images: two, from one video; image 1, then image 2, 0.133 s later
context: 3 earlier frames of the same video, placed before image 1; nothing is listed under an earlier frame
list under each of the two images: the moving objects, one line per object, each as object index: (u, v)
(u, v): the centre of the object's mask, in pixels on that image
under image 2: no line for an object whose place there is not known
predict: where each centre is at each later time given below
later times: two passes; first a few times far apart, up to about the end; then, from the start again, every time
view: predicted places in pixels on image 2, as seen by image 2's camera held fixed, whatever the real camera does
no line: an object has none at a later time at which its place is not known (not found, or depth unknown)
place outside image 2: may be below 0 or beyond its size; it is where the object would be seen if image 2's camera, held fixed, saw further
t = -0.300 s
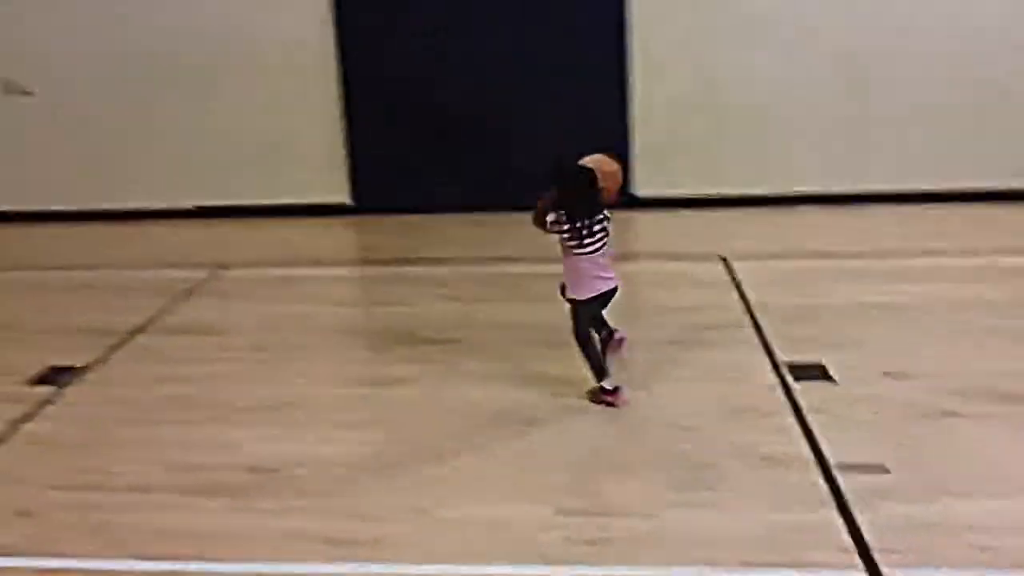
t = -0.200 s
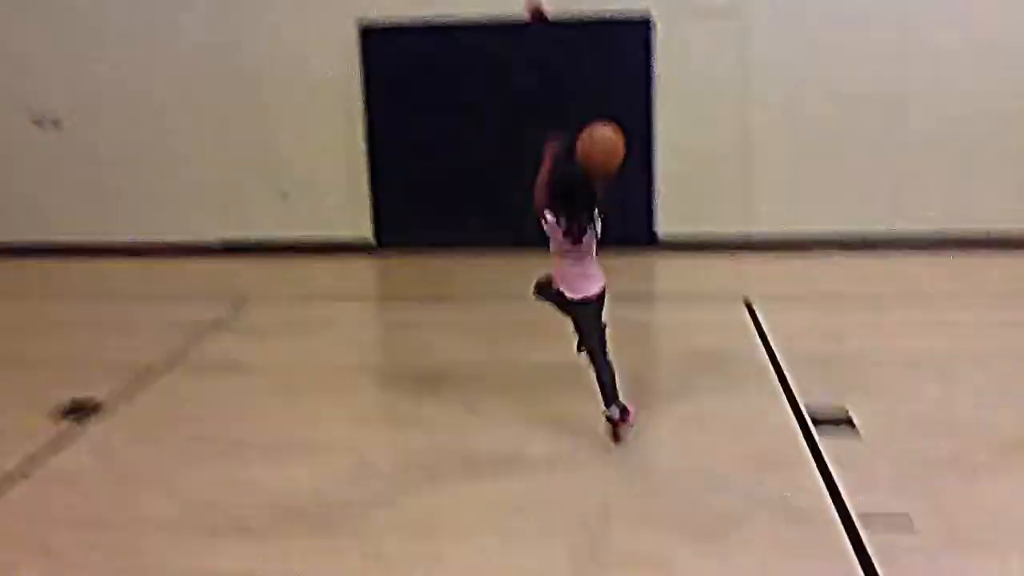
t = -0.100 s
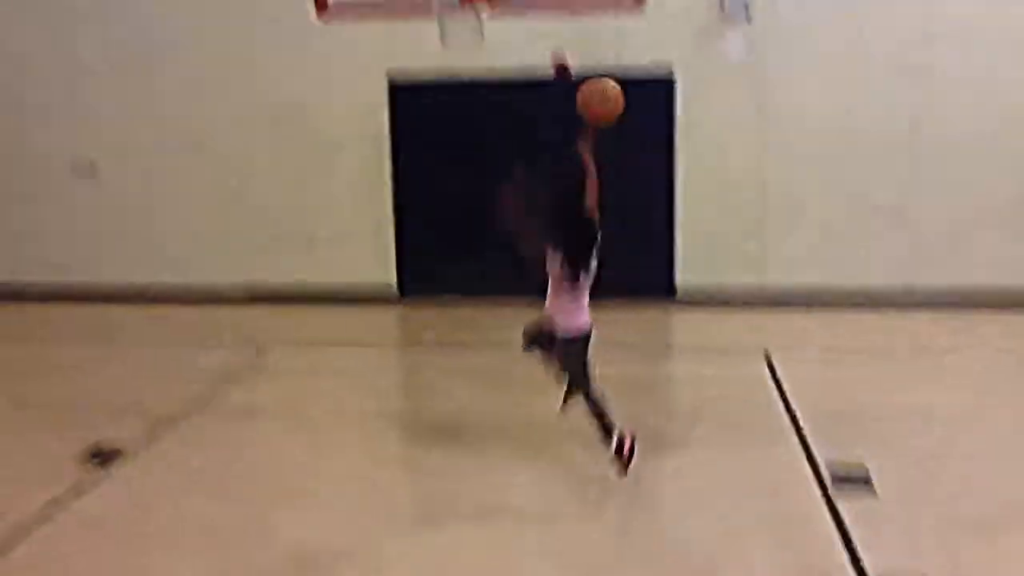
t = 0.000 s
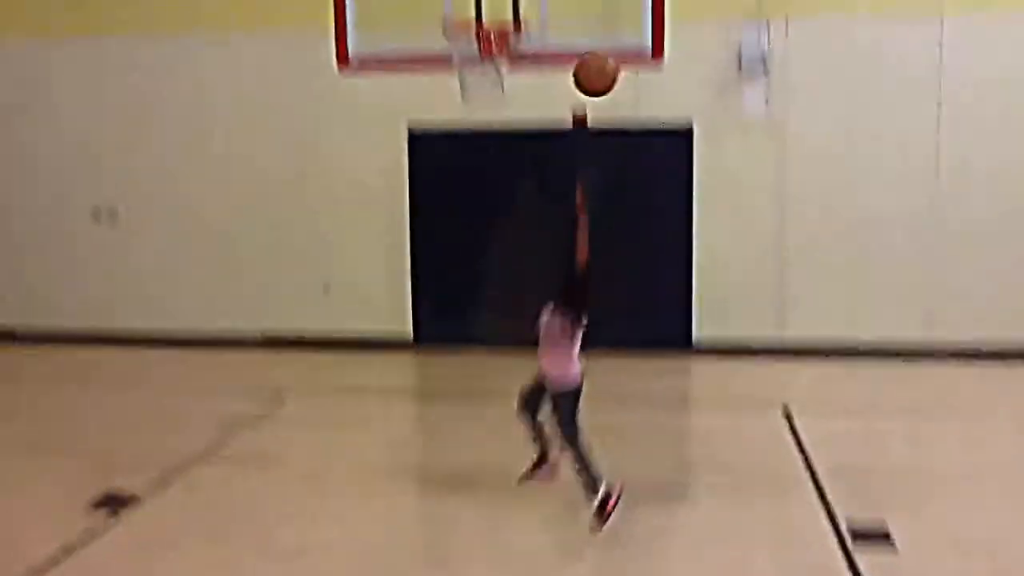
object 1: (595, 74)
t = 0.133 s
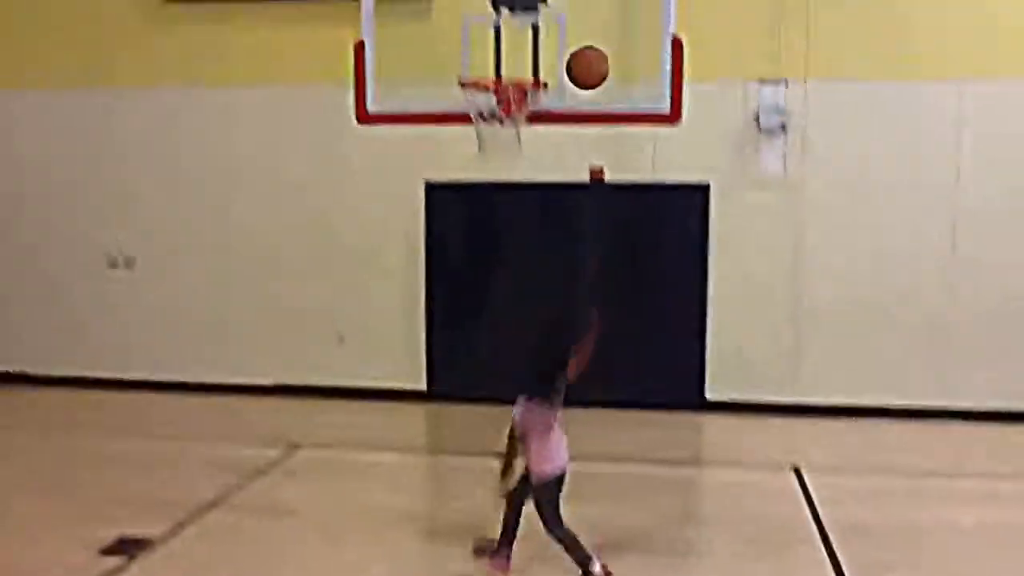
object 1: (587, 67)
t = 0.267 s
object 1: (565, 43)
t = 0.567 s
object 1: (513, 89)
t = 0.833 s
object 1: (486, 159)
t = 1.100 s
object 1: (473, 298)
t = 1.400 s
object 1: (464, 450)
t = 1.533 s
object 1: (464, 370)
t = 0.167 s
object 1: (581, 57)
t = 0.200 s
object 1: (576, 50)
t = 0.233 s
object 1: (570, 45)
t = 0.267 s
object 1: (565, 43)
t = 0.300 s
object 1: (559, 42)
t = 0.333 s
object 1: (555, 44)
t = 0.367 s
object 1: (549, 48)
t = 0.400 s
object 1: (544, 50)
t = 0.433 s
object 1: (538, 53)
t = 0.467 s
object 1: (532, 57)
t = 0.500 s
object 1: (525, 63)
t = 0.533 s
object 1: (520, 74)
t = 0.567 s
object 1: (513, 89)
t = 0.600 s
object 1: (507, 101)
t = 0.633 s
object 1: (503, 108)
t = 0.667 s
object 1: (490, 123)
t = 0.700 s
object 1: (490, 131)
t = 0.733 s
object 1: (490, 138)
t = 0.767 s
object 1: (490, 147)
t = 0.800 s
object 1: (489, 153)
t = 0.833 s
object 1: (486, 159)
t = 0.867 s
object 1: (483, 166)
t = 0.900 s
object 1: (482, 180)
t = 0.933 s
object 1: (481, 194)
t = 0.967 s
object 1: (479, 210)
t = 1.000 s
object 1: (477, 229)
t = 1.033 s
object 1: (476, 250)
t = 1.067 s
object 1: (474, 273)
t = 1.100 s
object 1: (473, 298)
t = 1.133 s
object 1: (473, 325)
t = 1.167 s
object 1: (472, 353)
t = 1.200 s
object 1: (471, 381)
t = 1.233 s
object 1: (468, 413)
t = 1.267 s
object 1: (466, 447)
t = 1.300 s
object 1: (465, 481)
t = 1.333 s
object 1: (464, 495)
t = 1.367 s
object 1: (463, 474)
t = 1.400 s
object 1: (464, 450)
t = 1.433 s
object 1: (462, 427)
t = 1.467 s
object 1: (464, 399)
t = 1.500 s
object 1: (465, 381)
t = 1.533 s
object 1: (464, 370)
